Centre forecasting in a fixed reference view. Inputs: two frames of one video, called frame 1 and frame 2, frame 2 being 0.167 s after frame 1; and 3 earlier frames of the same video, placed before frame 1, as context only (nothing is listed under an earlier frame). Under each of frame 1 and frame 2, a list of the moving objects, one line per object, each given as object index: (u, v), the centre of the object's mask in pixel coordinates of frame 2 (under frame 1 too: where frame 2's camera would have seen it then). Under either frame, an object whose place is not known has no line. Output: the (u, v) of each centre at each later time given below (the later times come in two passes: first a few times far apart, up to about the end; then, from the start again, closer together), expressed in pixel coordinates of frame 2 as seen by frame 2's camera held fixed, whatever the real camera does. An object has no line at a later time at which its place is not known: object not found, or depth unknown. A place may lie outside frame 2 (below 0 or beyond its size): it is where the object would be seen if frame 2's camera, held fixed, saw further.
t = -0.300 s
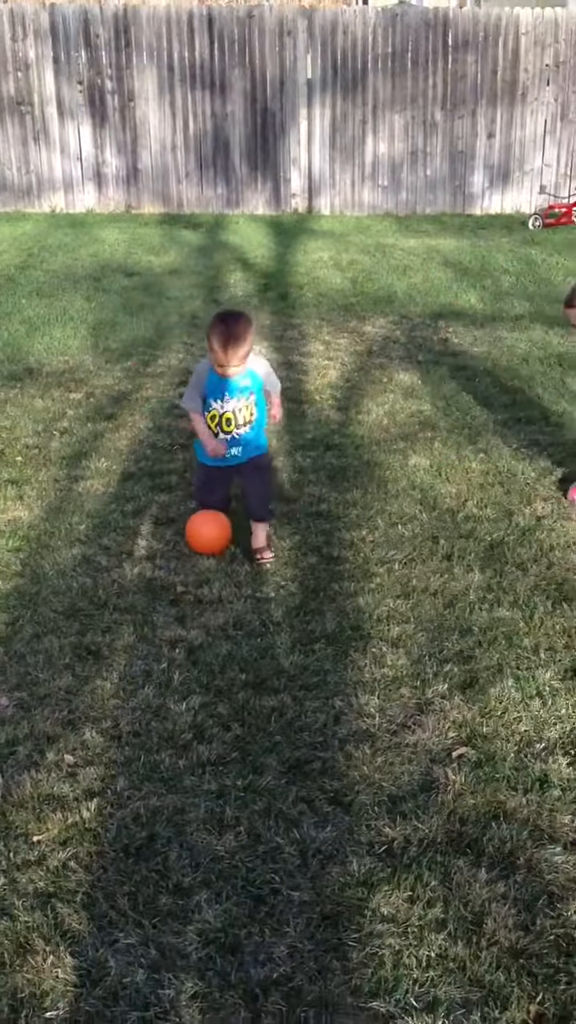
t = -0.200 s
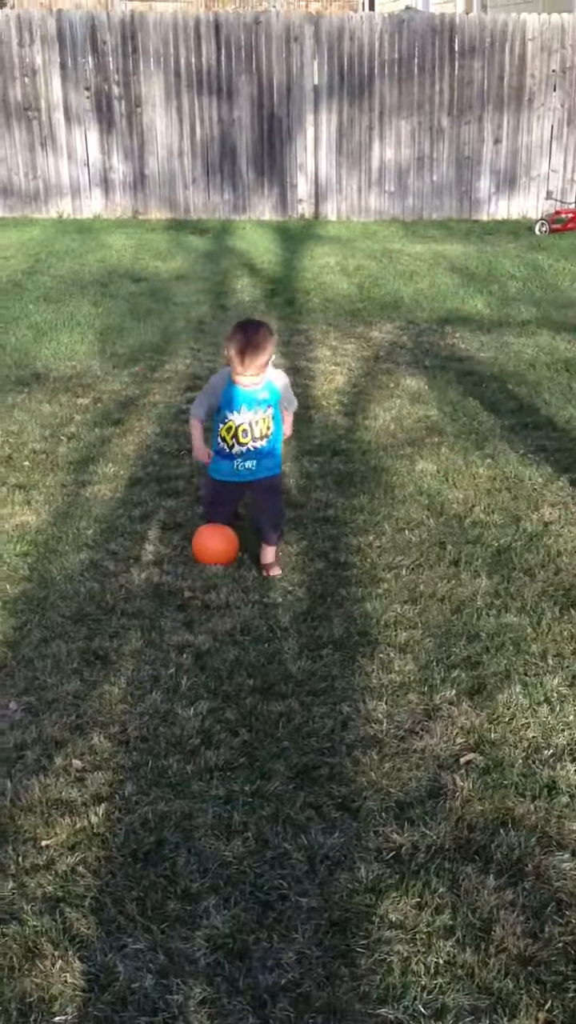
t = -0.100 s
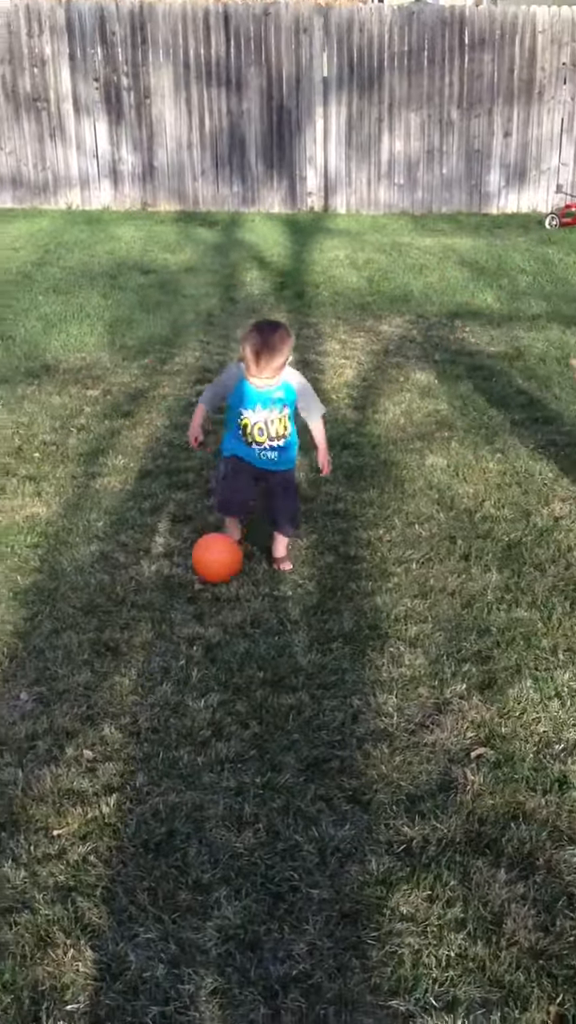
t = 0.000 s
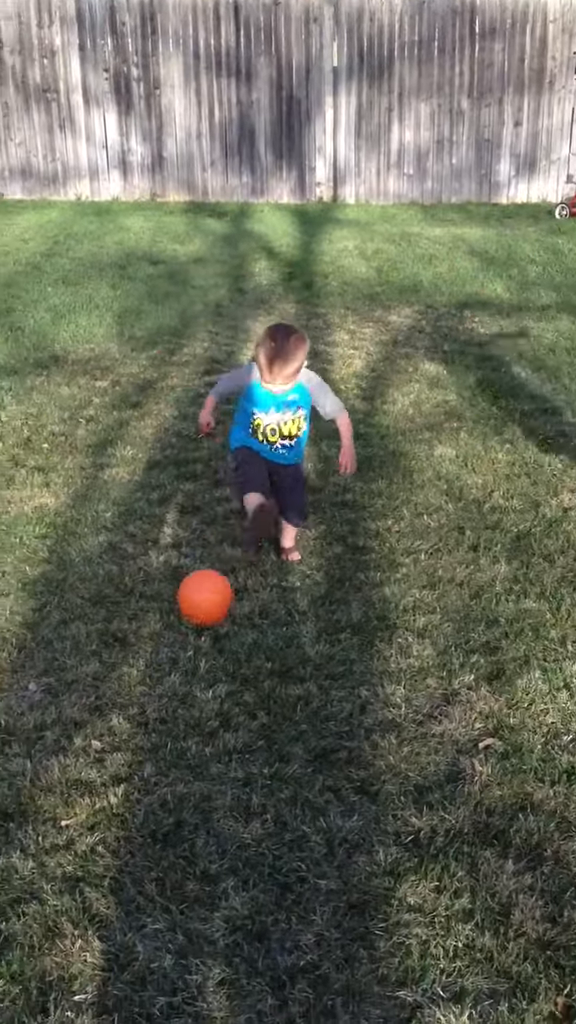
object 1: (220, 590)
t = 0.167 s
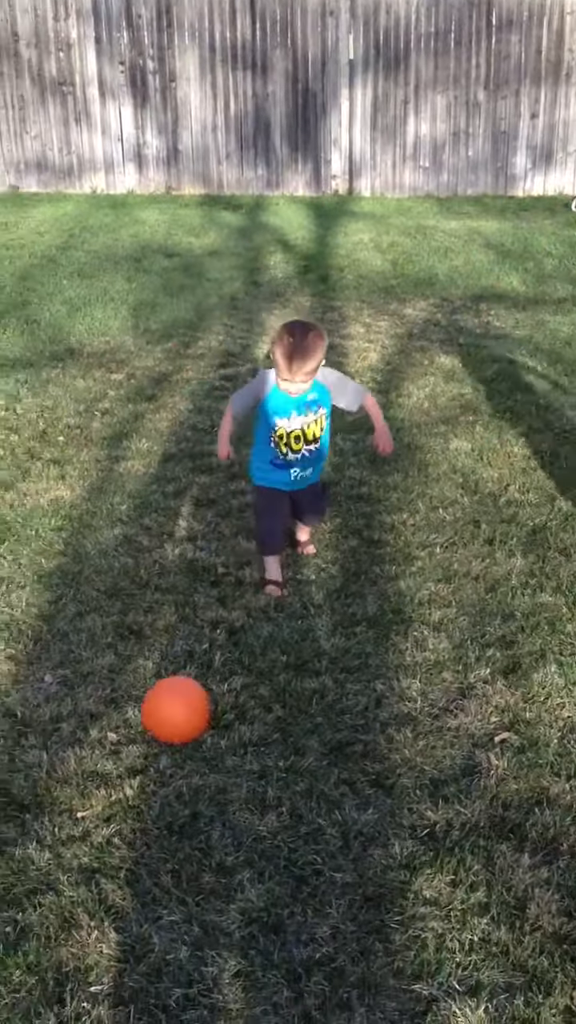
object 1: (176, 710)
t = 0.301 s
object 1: (131, 783)
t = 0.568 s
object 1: (49, 957)
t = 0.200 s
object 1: (165, 720)
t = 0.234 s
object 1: (154, 735)
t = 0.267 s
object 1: (143, 756)
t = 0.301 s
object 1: (131, 783)
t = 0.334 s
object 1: (118, 816)
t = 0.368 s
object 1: (105, 852)
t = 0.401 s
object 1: (90, 873)
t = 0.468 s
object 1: (69, 889)
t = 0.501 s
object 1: (60, 905)
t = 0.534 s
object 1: (55, 928)
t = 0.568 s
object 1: (49, 957)
